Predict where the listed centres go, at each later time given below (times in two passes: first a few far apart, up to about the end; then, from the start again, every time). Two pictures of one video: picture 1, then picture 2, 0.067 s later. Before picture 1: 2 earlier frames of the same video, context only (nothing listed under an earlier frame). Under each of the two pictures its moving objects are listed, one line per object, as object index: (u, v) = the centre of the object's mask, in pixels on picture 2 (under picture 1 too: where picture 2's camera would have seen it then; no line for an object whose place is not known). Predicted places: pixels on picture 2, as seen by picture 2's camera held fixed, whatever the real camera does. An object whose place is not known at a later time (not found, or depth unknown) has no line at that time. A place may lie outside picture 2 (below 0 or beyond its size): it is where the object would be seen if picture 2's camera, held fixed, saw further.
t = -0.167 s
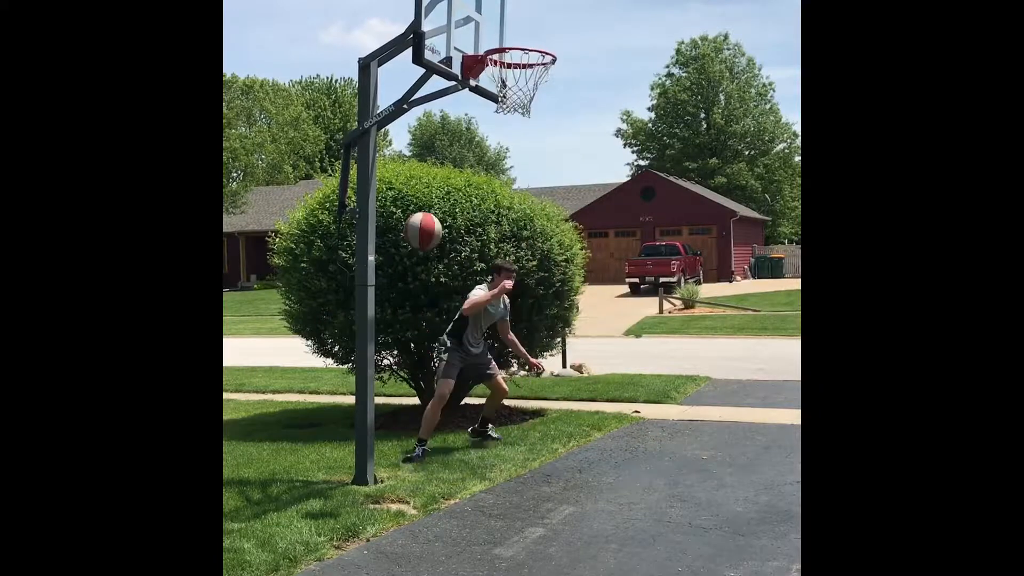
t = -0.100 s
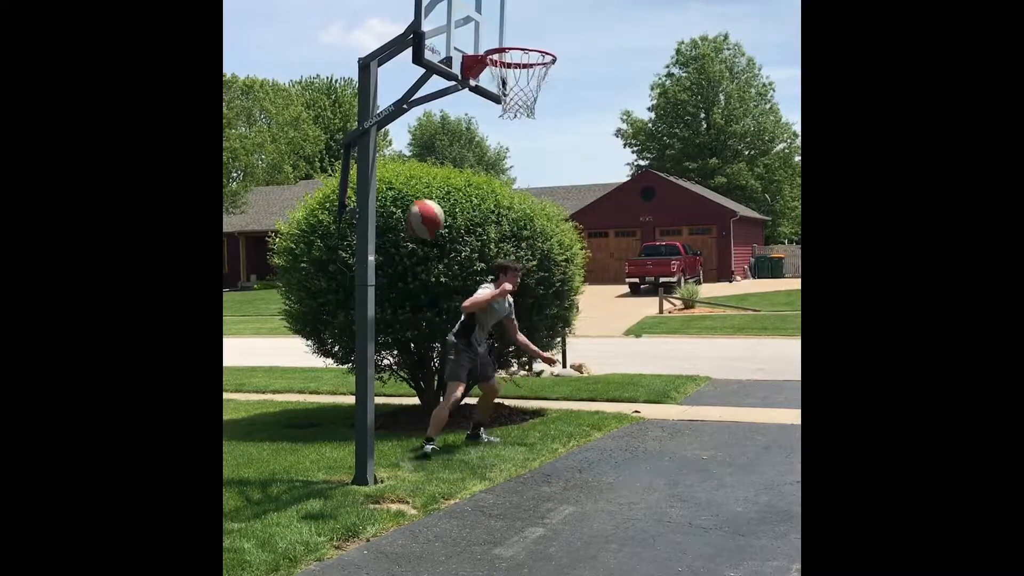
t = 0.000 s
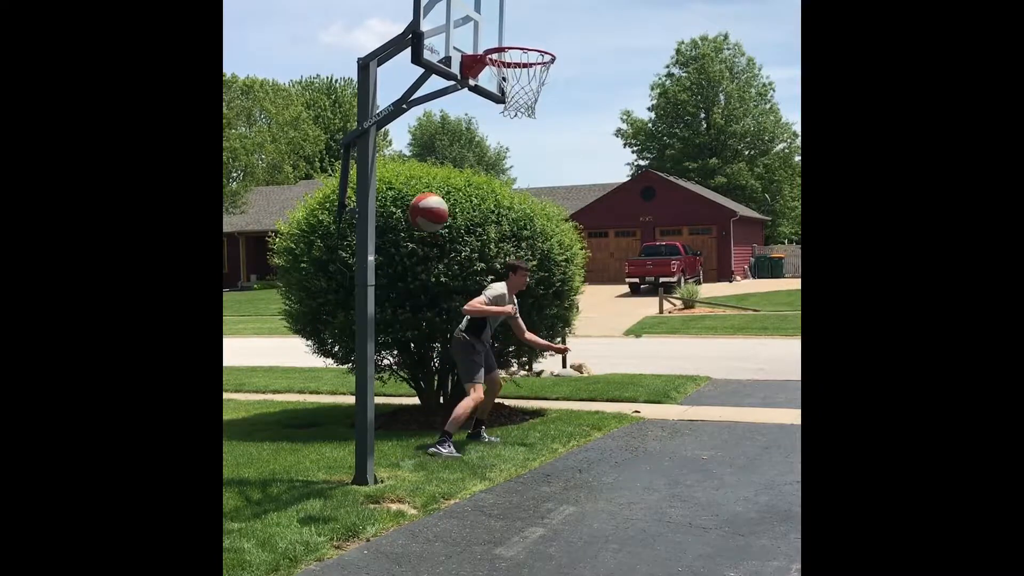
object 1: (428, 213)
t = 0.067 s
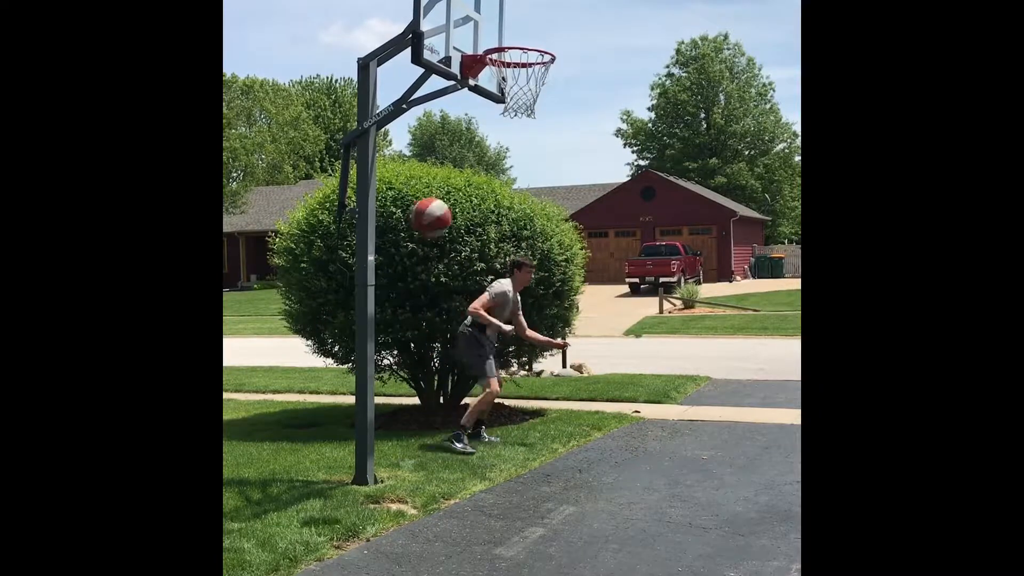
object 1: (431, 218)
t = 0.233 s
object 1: (439, 262)
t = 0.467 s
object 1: (452, 406)
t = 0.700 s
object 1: (455, 445)
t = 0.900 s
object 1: (445, 346)
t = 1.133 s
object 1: (436, 316)
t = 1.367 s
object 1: (429, 382)
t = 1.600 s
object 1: (423, 529)
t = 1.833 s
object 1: (430, 410)
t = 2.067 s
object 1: (438, 392)
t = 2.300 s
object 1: (448, 472)
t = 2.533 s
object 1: (457, 469)
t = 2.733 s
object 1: (464, 429)
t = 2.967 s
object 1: (474, 473)
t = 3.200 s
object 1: (485, 479)
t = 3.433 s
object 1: (498, 455)
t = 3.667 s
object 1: (512, 515)
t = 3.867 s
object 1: (520, 465)
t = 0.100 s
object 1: (432, 222)
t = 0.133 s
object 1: (434, 229)
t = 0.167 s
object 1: (436, 238)
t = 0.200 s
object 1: (437, 249)
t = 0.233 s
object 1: (439, 262)
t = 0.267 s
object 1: (441, 277)
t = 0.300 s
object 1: (442, 295)
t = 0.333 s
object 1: (444, 312)
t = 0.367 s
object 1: (446, 332)
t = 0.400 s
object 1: (448, 355)
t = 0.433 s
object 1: (450, 378)
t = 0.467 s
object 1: (452, 406)
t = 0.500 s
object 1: (454, 433)
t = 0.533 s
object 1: (456, 464)
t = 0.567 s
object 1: (458, 497)
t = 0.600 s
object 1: (460, 522)
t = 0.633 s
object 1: (458, 494)
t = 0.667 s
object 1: (456, 469)
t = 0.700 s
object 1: (455, 445)
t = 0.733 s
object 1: (453, 423)
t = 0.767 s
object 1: (452, 405)
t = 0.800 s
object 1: (450, 387)
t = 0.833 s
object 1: (449, 372)
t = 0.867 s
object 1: (447, 357)
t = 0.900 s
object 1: (445, 346)
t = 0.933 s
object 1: (444, 335)
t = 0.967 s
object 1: (442, 327)
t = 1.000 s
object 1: (441, 321)
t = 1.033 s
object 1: (439, 317)
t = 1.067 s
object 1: (438, 314)
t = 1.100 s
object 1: (437, 315)
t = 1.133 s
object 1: (436, 316)
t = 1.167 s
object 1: (434, 319)
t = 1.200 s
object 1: (433, 324)
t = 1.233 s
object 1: (432, 332)
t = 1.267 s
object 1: (431, 341)
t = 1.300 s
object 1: (430, 353)
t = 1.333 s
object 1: (430, 366)
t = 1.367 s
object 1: (429, 382)
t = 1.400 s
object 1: (428, 399)
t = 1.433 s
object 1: (427, 419)
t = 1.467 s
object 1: (426, 441)
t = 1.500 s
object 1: (425, 465)
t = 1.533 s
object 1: (424, 490)
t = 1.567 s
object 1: (423, 518)
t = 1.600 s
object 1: (423, 529)
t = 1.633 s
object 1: (423, 506)
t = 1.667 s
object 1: (424, 485)
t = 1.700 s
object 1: (426, 466)
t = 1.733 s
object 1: (427, 449)
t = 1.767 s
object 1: (428, 434)
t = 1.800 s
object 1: (429, 421)
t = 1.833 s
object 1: (430, 410)
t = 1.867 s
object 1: (431, 402)
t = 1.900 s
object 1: (432, 395)
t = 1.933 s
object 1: (433, 391)
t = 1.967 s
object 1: (435, 388)
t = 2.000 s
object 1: (436, 388)
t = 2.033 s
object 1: (437, 389)
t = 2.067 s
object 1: (438, 392)
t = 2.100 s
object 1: (440, 398)
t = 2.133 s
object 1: (441, 405)
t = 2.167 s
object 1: (442, 414)
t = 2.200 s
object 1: (445, 425)
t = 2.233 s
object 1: (446, 439)
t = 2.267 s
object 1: (447, 454)
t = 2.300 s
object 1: (448, 472)
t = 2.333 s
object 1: (450, 491)
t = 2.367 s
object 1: (452, 513)
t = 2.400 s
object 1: (453, 535)
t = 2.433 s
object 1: (454, 517)
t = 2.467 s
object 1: (455, 499)
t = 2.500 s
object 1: (456, 483)
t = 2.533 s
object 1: (457, 469)
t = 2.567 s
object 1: (458, 457)
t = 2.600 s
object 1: (460, 447)
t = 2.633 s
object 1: (461, 440)
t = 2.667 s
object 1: (462, 434)
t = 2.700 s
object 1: (463, 430)
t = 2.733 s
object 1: (464, 429)
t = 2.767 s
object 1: (465, 429)
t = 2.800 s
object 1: (467, 431)
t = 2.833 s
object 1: (468, 436)
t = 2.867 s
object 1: (469, 442)
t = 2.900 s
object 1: (471, 450)
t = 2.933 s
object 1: (472, 460)
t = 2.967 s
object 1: (474, 473)
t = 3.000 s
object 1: (475, 487)
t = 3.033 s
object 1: (477, 502)
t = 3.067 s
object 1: (479, 520)
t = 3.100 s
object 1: (480, 519)
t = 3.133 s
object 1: (481, 504)
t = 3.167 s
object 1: (483, 491)
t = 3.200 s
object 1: (485, 479)
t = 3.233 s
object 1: (487, 470)
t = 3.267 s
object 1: (489, 462)
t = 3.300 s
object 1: (490, 457)
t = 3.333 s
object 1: (492, 453)
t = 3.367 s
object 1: (494, 452)
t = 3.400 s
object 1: (496, 452)
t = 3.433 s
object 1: (498, 455)
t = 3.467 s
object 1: (500, 458)
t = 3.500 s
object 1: (502, 464)
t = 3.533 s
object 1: (504, 473)
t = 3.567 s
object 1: (506, 482)
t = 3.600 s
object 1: (508, 494)
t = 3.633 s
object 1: (510, 507)
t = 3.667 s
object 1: (512, 515)
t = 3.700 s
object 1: (513, 502)
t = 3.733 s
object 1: (514, 491)
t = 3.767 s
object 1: (516, 482)
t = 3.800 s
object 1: (517, 474)
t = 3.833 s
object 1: (518, 468)
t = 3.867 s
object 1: (520, 465)
